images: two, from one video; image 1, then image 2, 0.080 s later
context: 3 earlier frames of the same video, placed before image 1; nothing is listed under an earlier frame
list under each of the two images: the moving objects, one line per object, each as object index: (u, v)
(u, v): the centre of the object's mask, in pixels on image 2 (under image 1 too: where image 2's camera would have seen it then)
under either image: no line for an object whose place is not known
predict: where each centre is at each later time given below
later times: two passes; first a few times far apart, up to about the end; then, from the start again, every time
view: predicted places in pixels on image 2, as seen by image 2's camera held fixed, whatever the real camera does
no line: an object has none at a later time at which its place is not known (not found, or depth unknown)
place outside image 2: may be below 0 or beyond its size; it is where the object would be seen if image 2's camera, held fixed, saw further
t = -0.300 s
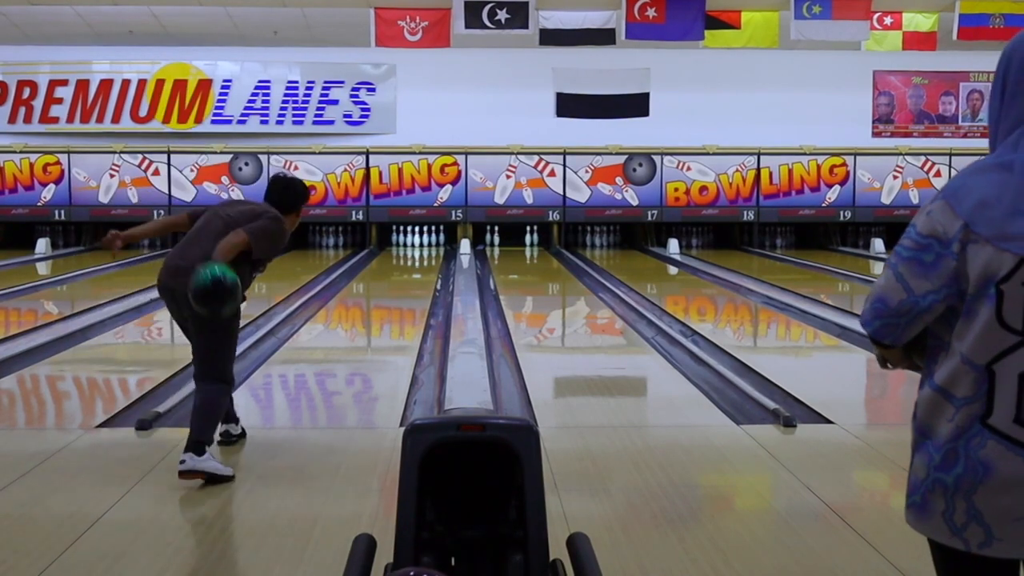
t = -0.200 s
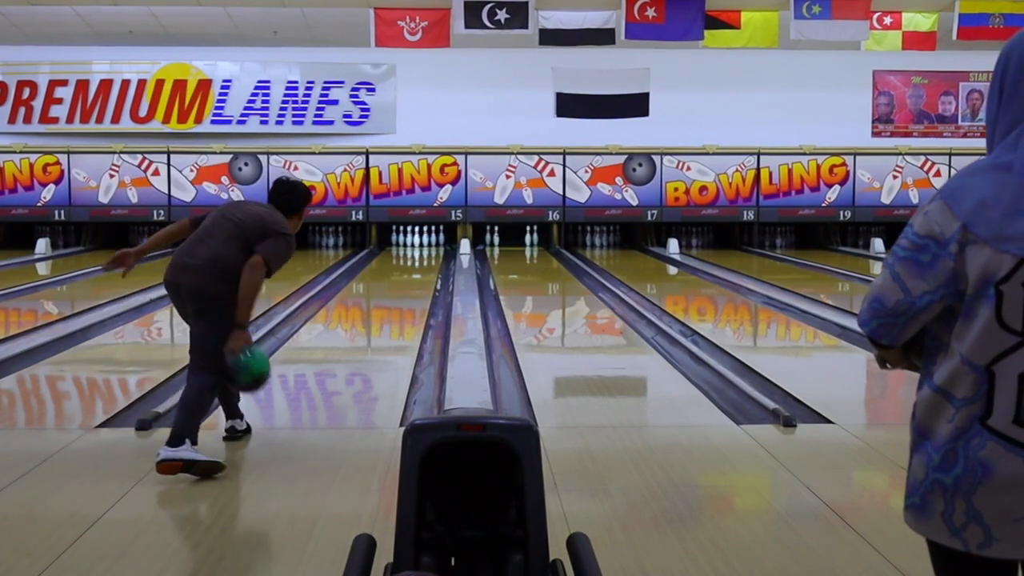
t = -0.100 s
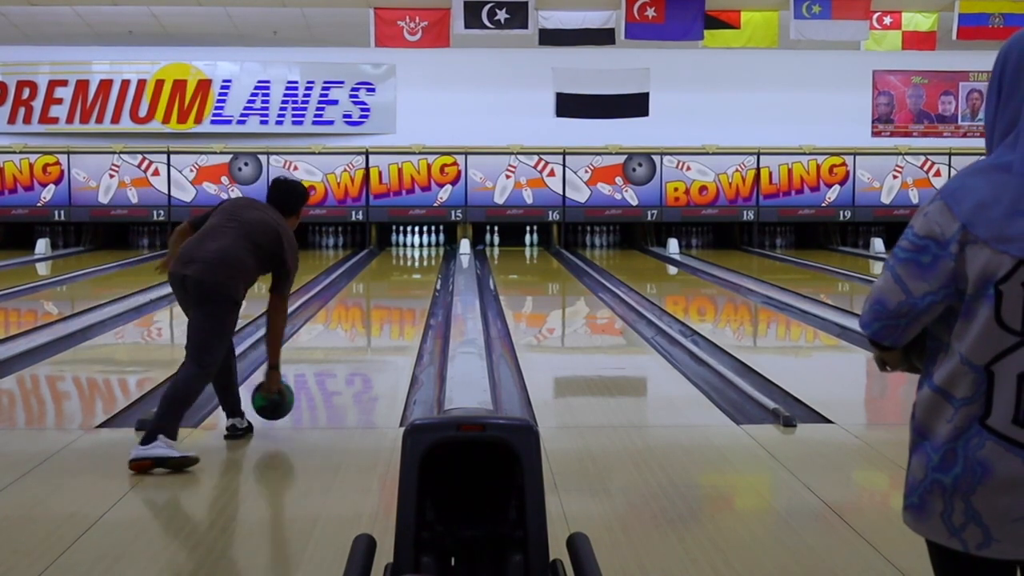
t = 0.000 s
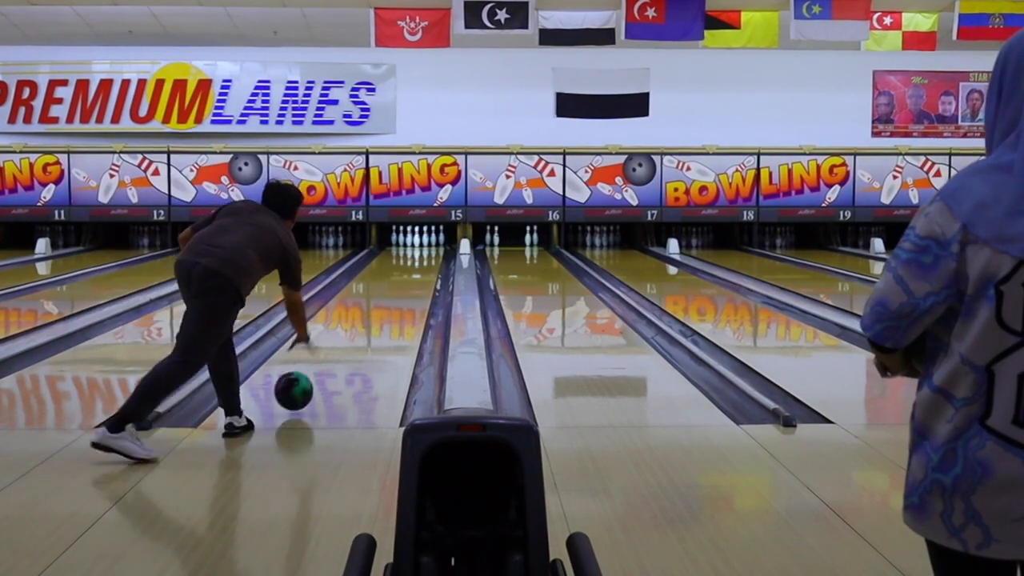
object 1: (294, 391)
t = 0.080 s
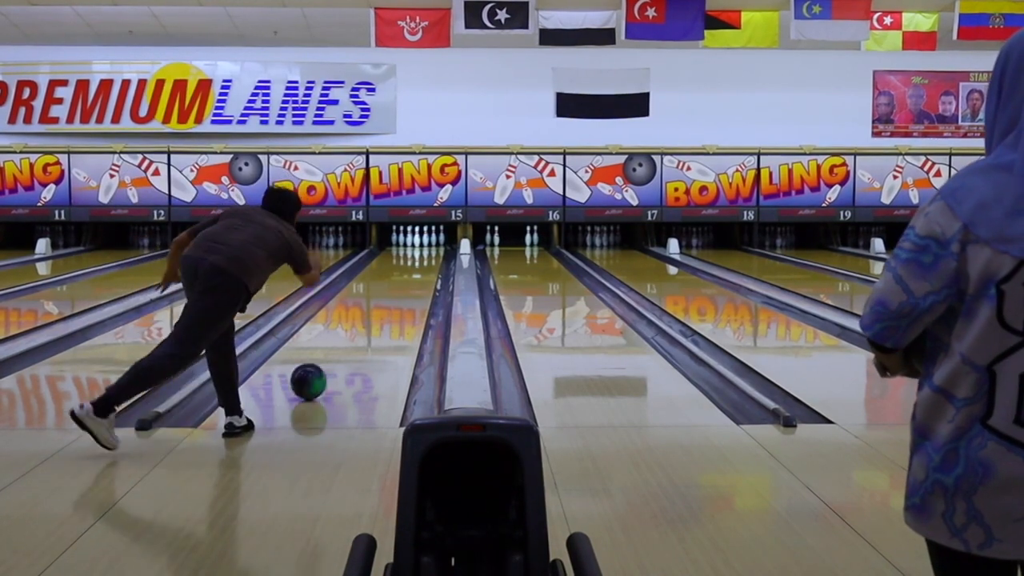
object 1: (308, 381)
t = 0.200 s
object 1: (327, 364)
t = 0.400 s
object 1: (351, 340)
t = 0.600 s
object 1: (370, 322)
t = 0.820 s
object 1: (386, 307)
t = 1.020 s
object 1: (398, 295)
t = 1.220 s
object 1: (407, 285)
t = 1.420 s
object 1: (415, 277)
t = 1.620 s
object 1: (421, 270)
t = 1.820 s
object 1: (425, 263)
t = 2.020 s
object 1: (428, 259)
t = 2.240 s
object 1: (429, 253)
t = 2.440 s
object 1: (428, 250)
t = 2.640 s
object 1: (424, 247)
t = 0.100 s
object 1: (312, 378)
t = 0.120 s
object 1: (315, 375)
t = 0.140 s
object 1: (318, 372)
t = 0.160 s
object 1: (321, 369)
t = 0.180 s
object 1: (324, 366)
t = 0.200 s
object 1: (327, 364)
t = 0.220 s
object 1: (329, 361)
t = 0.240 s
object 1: (332, 358)
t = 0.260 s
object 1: (335, 356)
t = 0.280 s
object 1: (337, 354)
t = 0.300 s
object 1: (340, 351)
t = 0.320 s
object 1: (342, 349)
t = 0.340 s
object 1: (344, 347)
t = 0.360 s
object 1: (347, 344)
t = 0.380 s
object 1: (349, 342)
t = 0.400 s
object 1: (351, 340)
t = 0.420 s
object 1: (353, 338)
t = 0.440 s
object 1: (355, 336)
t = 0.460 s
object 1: (357, 334)
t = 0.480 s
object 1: (359, 333)
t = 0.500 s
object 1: (361, 331)
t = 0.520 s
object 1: (363, 329)
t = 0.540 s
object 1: (365, 327)
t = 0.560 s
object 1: (366, 325)
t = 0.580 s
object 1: (368, 324)
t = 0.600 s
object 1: (370, 322)
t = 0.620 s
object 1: (372, 320)
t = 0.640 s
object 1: (373, 319)
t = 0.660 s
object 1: (375, 318)
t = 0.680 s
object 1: (376, 316)
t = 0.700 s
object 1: (378, 315)
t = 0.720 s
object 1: (379, 313)
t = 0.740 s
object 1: (380, 312)
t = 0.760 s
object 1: (382, 310)
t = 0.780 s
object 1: (383, 309)
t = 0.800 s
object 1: (385, 308)
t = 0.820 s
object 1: (386, 307)
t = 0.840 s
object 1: (387, 305)
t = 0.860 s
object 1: (388, 304)
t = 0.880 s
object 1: (390, 303)
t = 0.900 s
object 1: (391, 301)
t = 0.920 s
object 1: (392, 300)
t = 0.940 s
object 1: (393, 299)
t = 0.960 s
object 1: (394, 298)
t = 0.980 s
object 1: (395, 297)
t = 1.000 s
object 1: (397, 296)
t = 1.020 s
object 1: (398, 295)
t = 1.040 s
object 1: (398, 294)
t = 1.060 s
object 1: (400, 293)
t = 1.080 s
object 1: (400, 292)
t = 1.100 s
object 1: (402, 291)
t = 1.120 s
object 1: (402, 290)
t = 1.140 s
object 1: (403, 289)
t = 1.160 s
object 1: (404, 288)
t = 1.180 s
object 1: (405, 287)
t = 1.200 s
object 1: (406, 286)
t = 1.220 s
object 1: (407, 285)
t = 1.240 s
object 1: (408, 284)
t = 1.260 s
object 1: (408, 283)
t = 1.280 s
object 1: (410, 282)
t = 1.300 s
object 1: (410, 282)
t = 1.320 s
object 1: (411, 281)
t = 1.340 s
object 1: (412, 280)
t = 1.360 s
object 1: (412, 279)
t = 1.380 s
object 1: (413, 278)
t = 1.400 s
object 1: (414, 277)
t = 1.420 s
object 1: (415, 277)
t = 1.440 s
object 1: (415, 276)
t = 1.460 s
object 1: (416, 276)
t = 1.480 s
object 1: (417, 275)
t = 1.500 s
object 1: (417, 274)
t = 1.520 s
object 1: (417, 273)
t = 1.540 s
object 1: (418, 272)
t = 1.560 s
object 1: (419, 272)
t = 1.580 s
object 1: (420, 271)
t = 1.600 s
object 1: (421, 270)
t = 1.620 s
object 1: (421, 270)
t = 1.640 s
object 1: (421, 269)
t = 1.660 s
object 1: (421, 268)
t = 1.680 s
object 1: (422, 268)
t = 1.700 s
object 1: (423, 267)
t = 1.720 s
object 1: (423, 267)
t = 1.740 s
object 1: (423, 266)
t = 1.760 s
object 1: (424, 265)
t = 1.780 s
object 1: (424, 264)
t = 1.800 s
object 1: (425, 263)
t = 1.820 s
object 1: (425, 263)
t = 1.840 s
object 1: (426, 263)
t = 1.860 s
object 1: (426, 263)
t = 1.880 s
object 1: (427, 262)
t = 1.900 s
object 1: (426, 262)
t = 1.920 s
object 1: (426, 261)
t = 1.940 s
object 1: (427, 261)
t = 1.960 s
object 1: (427, 260)
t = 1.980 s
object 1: (427, 260)
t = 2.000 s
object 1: (427, 259)
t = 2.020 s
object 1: (428, 259)
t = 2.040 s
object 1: (428, 258)
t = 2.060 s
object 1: (428, 258)
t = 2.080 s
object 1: (429, 257)
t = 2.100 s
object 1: (428, 257)
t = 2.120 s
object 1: (428, 257)
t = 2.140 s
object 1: (428, 256)
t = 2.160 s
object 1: (428, 256)
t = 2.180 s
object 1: (429, 255)
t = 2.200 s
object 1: (429, 255)
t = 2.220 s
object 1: (429, 255)
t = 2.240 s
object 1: (429, 253)
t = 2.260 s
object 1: (429, 253)
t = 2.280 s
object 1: (428, 253)
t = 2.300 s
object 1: (429, 253)
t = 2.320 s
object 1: (429, 252)
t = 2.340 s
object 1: (429, 252)
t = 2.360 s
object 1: (429, 252)
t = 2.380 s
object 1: (429, 251)
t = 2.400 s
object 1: (429, 251)
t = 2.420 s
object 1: (428, 251)
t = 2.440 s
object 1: (428, 250)
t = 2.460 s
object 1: (427, 250)
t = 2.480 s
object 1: (427, 250)
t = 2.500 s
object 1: (426, 249)
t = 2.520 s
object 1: (427, 249)
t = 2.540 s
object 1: (427, 249)
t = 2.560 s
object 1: (426, 248)
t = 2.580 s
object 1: (425, 248)
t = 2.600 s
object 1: (425, 247)
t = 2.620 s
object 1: (425, 247)
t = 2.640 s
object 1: (424, 247)
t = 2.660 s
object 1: (425, 246)
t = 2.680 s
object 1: (425, 247)
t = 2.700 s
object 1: (424, 247)
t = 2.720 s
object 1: (423, 246)
